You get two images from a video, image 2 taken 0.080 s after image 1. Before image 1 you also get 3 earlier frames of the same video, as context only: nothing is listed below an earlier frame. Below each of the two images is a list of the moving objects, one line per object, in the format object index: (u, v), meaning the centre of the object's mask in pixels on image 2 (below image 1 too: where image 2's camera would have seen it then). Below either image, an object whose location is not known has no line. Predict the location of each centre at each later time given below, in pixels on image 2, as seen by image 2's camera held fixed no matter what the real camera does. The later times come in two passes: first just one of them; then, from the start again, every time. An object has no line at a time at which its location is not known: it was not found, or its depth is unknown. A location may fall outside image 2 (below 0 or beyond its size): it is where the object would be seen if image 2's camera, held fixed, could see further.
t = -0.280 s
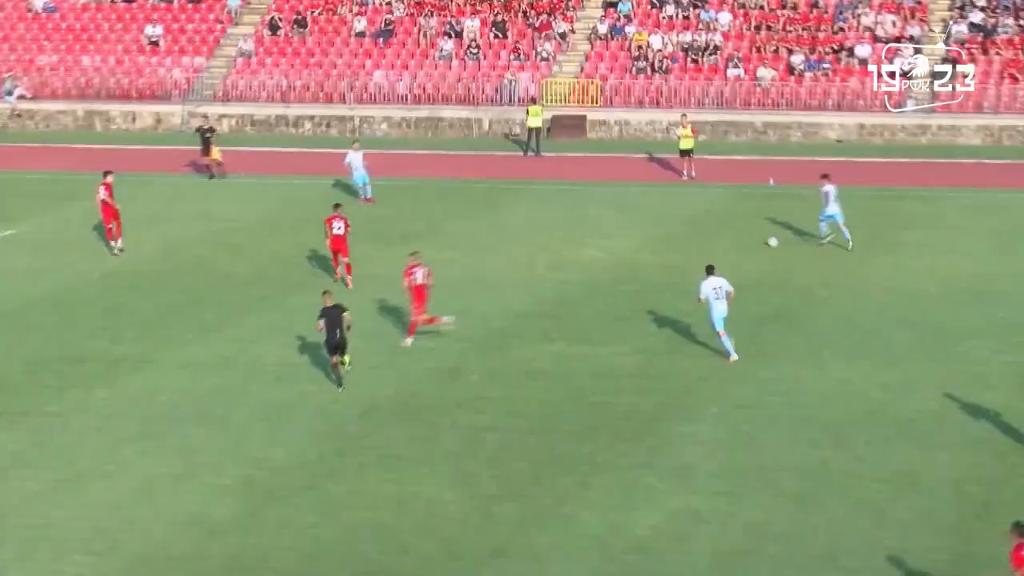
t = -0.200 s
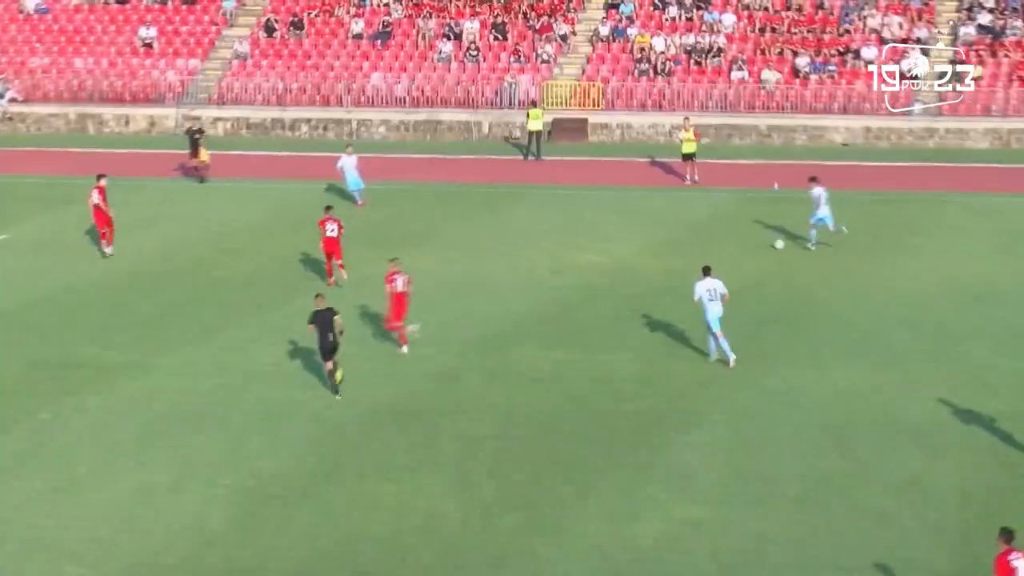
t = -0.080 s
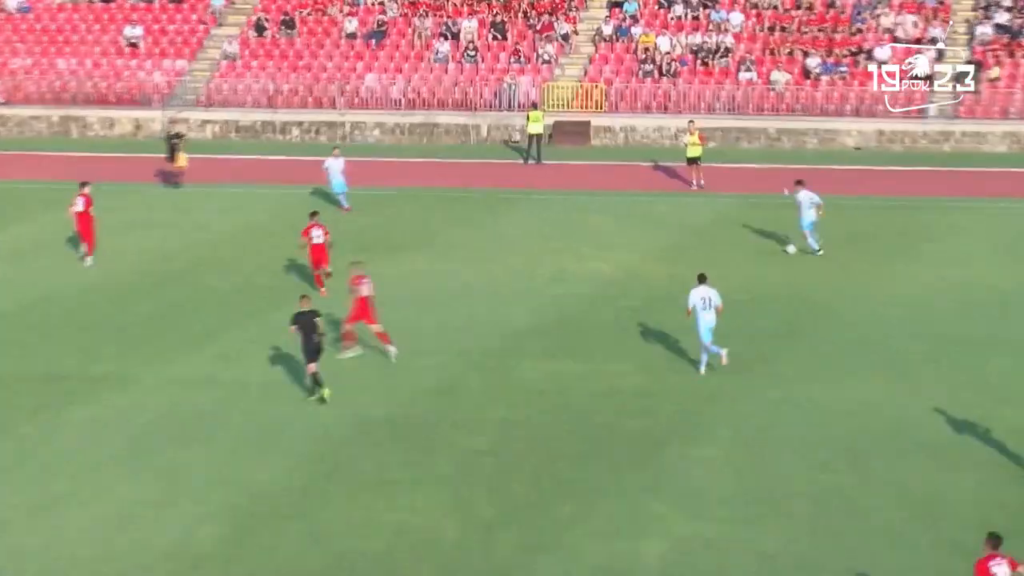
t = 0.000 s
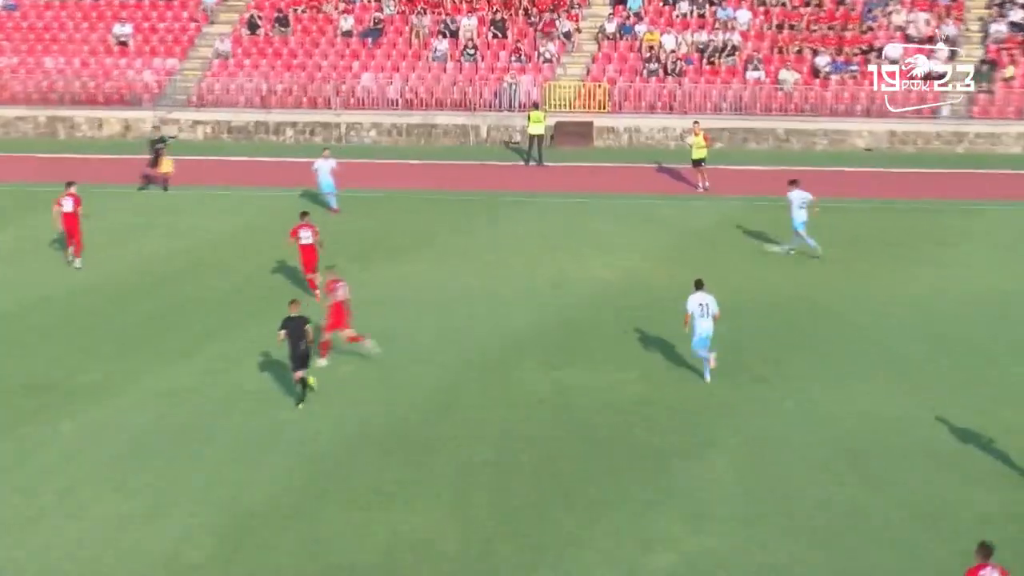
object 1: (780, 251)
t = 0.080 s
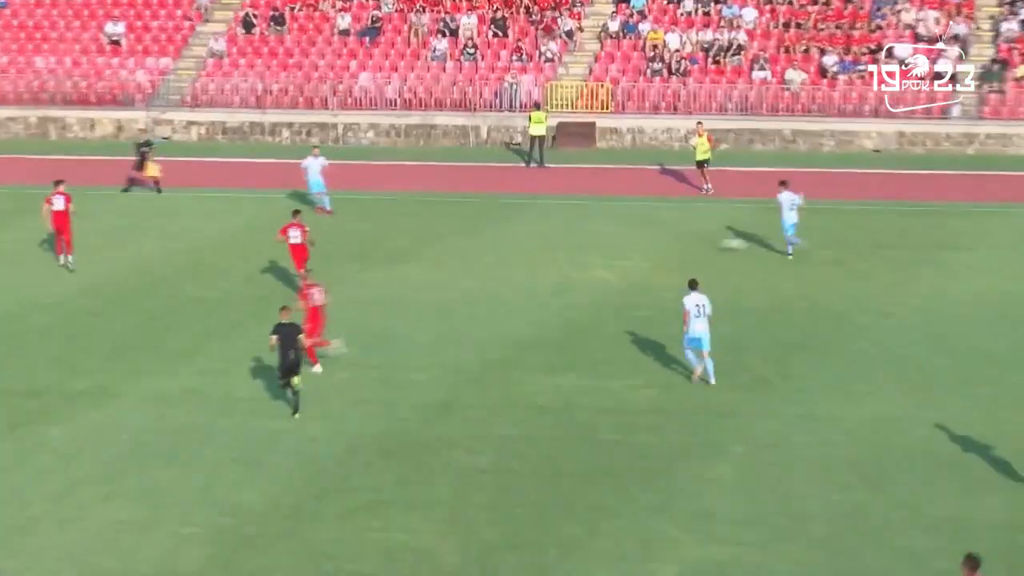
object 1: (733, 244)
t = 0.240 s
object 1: (645, 239)
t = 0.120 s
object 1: (710, 241)
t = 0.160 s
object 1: (688, 239)
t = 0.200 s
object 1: (666, 239)
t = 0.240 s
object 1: (645, 239)
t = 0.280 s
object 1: (624, 240)
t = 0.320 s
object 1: (607, 236)
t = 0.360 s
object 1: (591, 233)
